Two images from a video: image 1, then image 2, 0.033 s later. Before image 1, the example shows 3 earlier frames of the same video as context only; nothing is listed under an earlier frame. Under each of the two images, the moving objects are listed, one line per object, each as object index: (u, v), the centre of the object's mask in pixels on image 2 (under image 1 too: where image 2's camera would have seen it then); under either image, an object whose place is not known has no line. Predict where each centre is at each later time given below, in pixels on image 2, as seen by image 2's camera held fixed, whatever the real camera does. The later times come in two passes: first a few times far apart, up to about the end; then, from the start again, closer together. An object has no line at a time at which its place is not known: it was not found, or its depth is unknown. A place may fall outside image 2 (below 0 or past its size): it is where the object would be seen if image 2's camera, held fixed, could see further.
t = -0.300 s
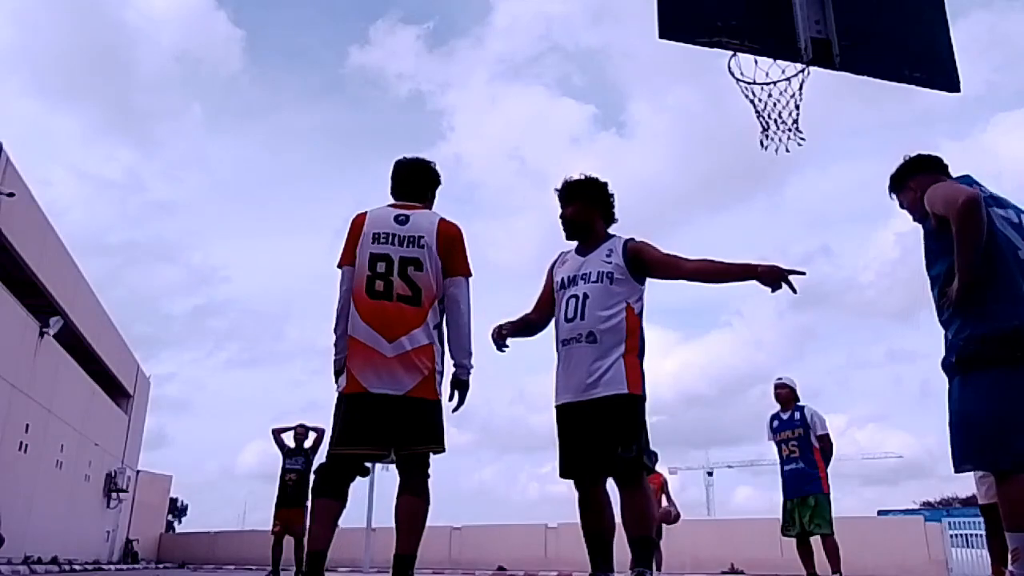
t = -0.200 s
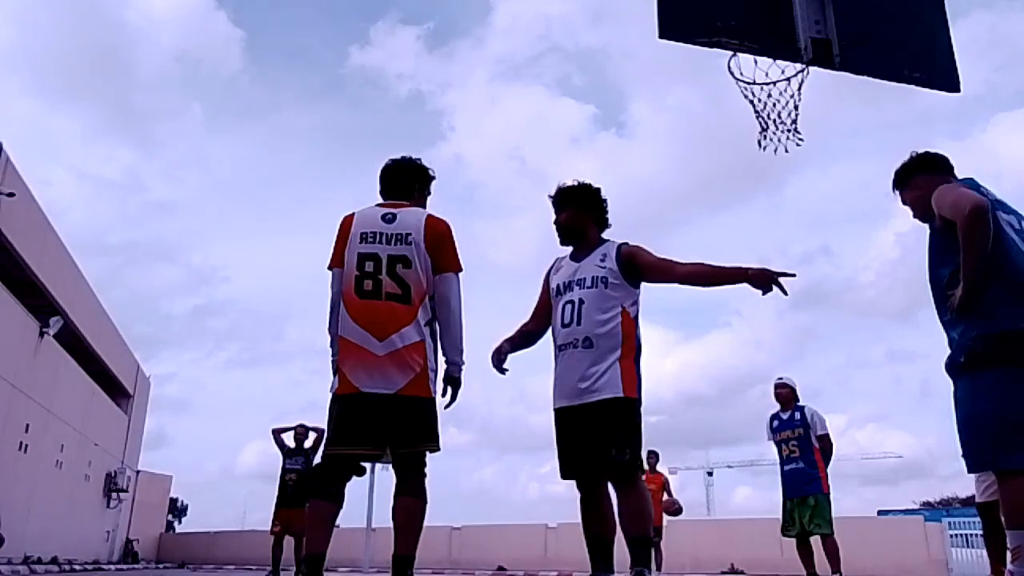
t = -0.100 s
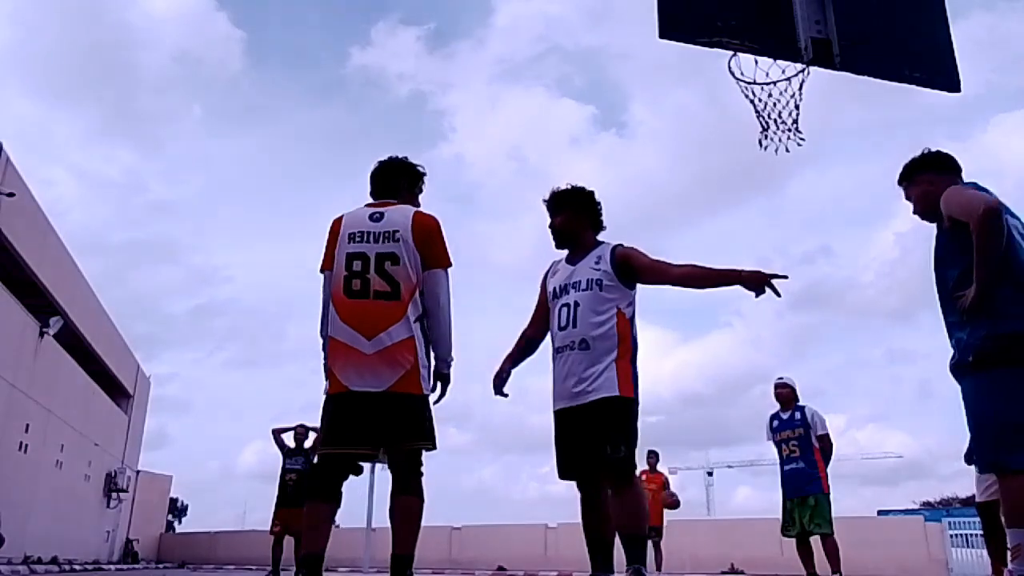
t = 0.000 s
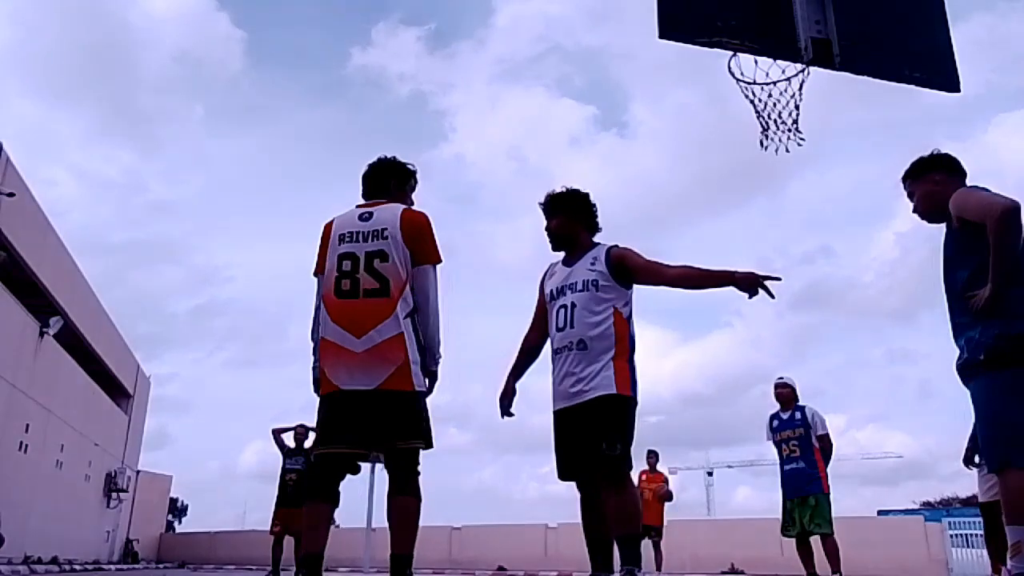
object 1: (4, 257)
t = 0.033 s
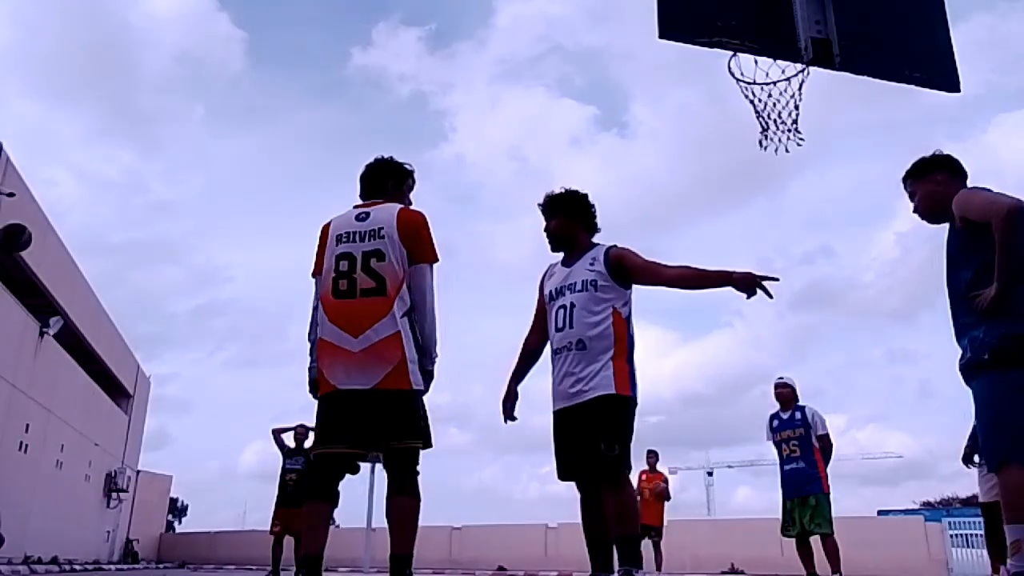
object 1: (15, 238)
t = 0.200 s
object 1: (127, 137)
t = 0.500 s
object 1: (317, 25)
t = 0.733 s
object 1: (475, 6)
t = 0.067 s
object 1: (37, 215)
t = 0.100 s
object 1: (60, 193)
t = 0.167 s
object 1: (105, 154)
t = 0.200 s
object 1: (127, 137)
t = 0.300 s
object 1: (192, 90)
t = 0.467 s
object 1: (298, 33)
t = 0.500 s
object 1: (317, 25)
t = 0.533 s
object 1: (339, 18)
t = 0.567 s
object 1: (361, 13)
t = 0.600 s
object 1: (383, 10)
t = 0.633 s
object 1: (406, 8)
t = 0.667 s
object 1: (428, 7)
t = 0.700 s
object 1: (451, 6)
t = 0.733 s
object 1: (475, 6)
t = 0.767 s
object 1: (500, 6)
